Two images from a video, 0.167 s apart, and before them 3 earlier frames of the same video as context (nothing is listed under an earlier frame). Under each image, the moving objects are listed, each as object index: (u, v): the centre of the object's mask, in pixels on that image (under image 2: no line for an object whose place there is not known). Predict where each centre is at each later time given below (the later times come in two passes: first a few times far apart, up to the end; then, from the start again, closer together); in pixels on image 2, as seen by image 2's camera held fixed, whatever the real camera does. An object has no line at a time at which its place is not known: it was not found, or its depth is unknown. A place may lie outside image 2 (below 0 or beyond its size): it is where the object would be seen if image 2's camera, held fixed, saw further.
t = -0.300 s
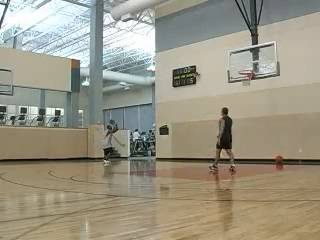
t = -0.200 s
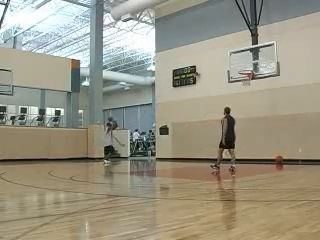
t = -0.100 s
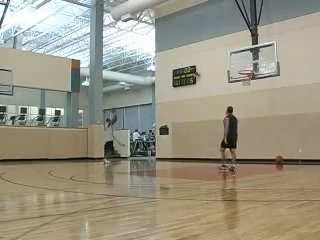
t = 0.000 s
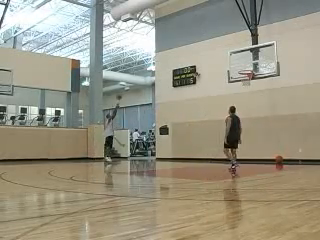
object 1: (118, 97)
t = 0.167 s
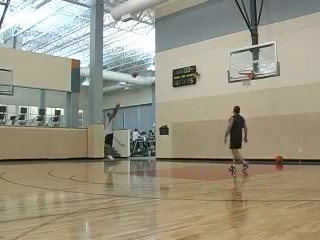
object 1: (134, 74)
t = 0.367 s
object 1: (153, 55)
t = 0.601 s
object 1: (178, 43)
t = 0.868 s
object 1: (209, 44)
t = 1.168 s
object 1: (247, 71)
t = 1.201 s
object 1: (242, 73)
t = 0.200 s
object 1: (137, 71)
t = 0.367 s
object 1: (153, 55)
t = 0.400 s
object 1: (157, 52)
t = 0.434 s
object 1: (159, 50)
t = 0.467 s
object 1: (163, 48)
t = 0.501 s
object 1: (167, 47)
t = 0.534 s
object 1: (170, 45)
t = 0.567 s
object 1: (174, 44)
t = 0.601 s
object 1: (178, 43)
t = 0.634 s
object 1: (181, 42)
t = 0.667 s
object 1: (185, 41)
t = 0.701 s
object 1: (189, 41)
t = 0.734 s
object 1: (193, 41)
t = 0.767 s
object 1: (197, 42)
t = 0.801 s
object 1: (201, 42)
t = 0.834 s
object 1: (205, 43)
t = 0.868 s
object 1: (209, 44)
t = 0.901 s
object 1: (213, 46)
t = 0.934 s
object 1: (218, 48)
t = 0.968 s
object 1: (222, 50)
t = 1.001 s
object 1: (227, 53)
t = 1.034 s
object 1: (231, 56)
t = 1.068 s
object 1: (236, 60)
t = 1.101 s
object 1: (241, 63)
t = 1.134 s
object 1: (245, 67)
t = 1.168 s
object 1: (247, 71)
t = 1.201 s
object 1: (242, 73)
